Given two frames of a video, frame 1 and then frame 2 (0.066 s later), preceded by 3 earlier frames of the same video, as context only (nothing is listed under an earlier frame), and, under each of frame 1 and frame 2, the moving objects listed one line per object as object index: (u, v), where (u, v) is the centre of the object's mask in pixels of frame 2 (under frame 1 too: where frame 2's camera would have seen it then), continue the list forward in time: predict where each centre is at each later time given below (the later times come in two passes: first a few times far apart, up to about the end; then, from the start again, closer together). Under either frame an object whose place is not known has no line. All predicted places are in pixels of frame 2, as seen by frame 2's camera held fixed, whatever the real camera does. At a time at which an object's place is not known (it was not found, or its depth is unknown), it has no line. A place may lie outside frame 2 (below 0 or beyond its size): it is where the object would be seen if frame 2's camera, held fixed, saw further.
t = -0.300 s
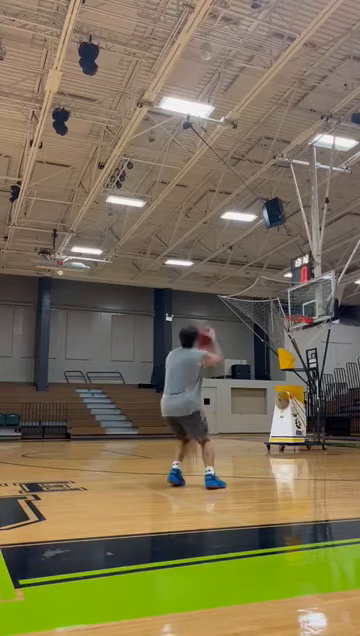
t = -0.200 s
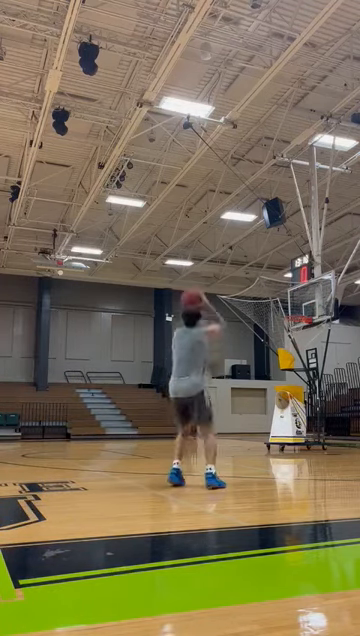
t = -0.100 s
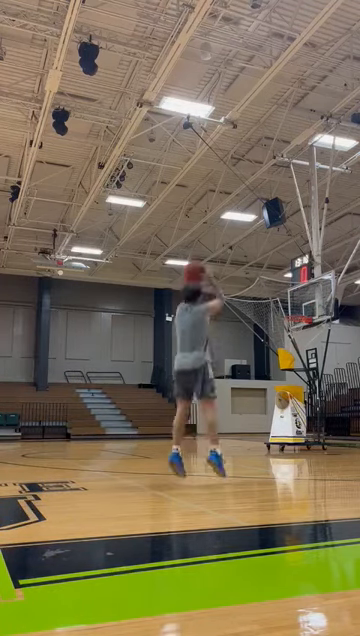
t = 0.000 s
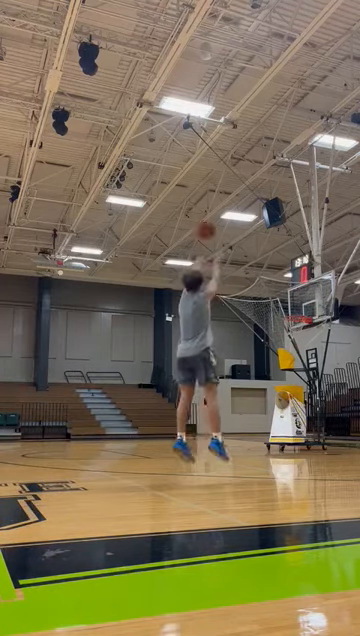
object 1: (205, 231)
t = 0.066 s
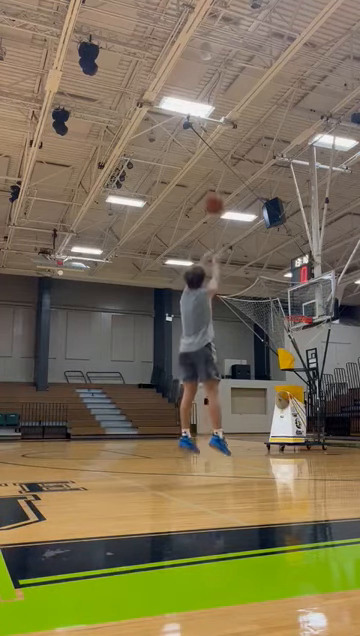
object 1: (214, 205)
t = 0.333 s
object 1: (237, 160)
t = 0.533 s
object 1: (251, 157)
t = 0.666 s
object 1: (260, 168)
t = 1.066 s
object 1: (279, 238)
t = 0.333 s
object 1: (237, 160)
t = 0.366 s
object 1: (239, 158)
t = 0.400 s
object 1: (240, 157)
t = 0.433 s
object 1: (246, 155)
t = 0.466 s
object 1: (248, 155)
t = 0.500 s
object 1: (248, 156)
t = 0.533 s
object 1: (251, 157)
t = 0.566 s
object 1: (254, 160)
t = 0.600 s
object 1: (257, 163)
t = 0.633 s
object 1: (258, 165)
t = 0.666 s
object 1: (260, 168)
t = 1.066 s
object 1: (279, 238)
